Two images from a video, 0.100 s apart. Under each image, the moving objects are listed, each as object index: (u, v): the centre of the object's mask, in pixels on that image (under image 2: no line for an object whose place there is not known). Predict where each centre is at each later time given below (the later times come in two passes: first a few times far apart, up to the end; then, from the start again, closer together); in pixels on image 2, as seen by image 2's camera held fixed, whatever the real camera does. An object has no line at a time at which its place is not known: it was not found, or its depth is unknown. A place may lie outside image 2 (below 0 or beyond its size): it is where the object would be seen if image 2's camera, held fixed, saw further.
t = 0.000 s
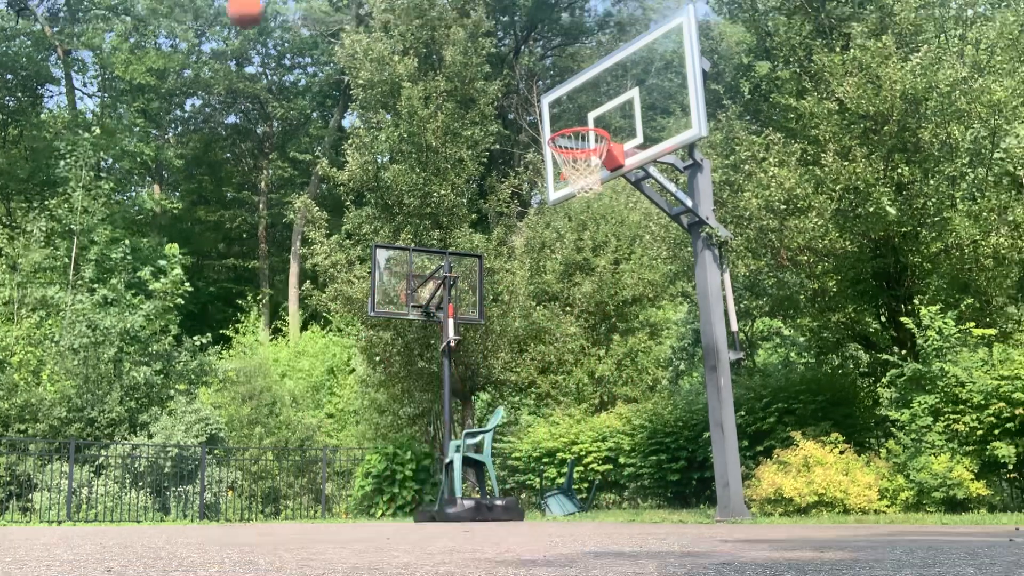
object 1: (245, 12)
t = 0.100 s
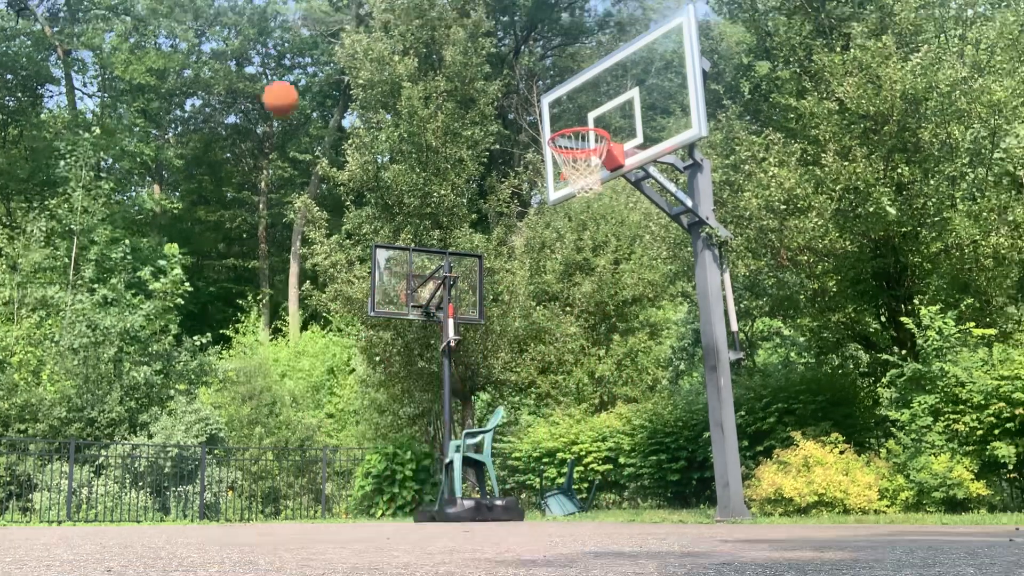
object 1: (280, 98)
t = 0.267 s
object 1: (340, 272)
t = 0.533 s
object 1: (418, 423)
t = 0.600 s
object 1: (429, 364)
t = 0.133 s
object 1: (292, 131)
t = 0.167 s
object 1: (305, 164)
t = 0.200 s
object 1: (316, 199)
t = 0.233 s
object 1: (328, 235)
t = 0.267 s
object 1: (340, 272)
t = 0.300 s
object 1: (351, 312)
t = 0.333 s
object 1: (363, 354)
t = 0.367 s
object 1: (375, 397)
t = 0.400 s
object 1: (386, 442)
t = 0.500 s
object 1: (413, 457)
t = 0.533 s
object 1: (418, 423)
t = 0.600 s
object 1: (429, 364)
